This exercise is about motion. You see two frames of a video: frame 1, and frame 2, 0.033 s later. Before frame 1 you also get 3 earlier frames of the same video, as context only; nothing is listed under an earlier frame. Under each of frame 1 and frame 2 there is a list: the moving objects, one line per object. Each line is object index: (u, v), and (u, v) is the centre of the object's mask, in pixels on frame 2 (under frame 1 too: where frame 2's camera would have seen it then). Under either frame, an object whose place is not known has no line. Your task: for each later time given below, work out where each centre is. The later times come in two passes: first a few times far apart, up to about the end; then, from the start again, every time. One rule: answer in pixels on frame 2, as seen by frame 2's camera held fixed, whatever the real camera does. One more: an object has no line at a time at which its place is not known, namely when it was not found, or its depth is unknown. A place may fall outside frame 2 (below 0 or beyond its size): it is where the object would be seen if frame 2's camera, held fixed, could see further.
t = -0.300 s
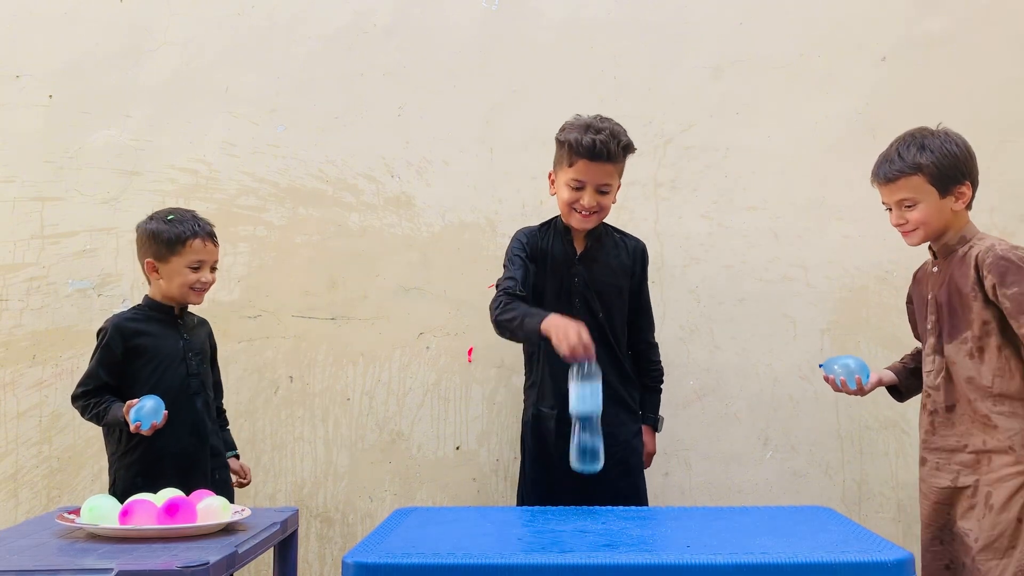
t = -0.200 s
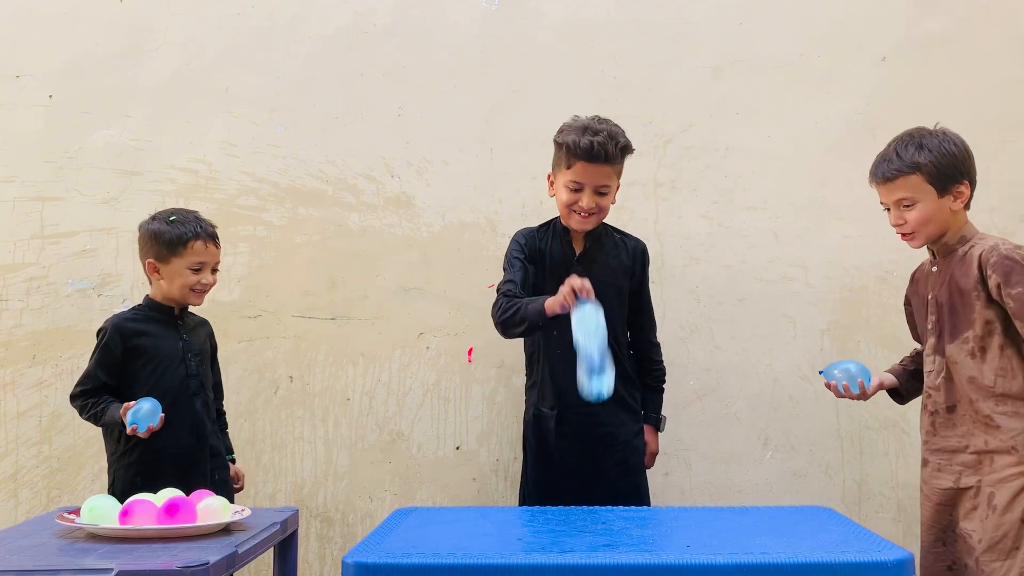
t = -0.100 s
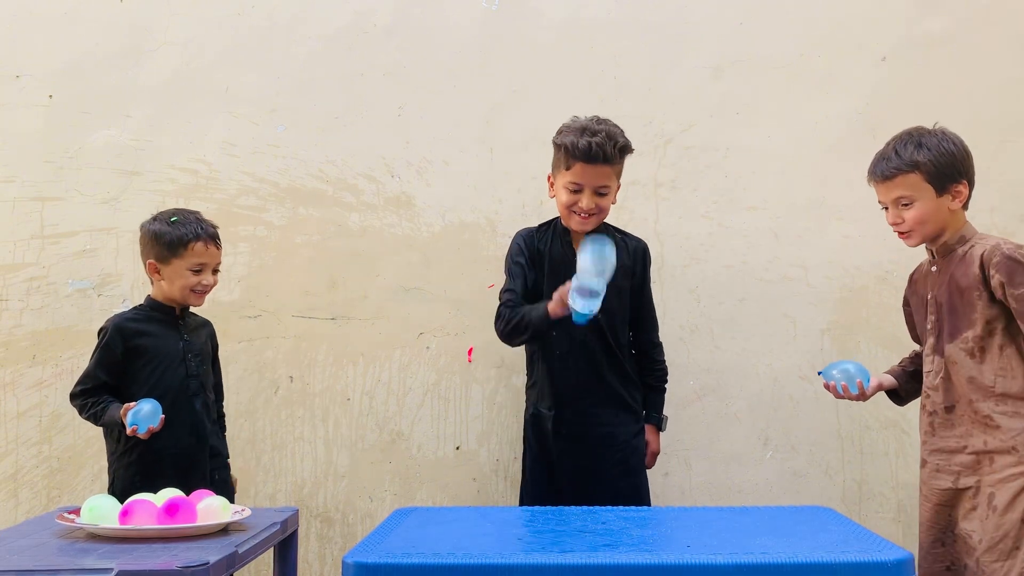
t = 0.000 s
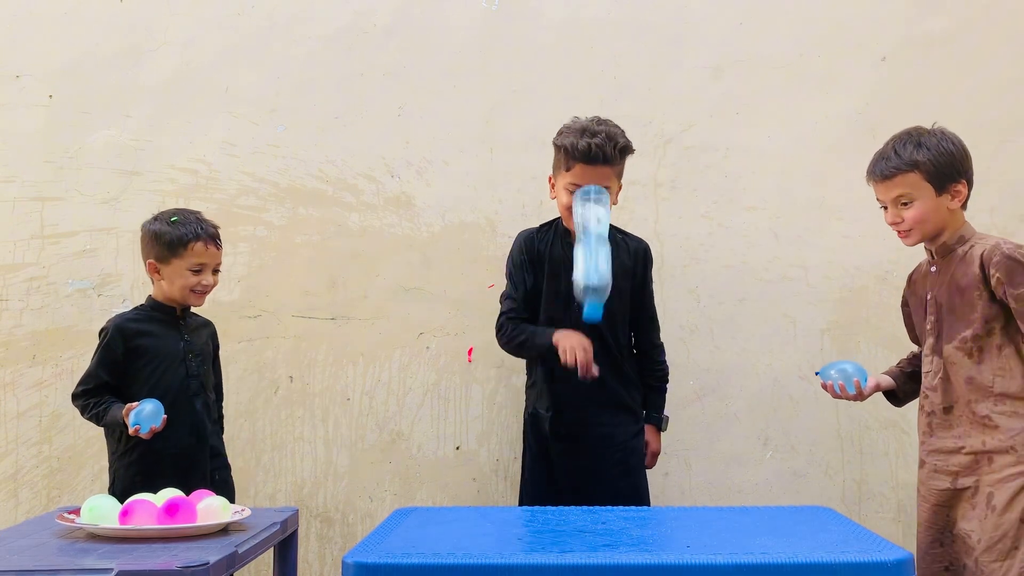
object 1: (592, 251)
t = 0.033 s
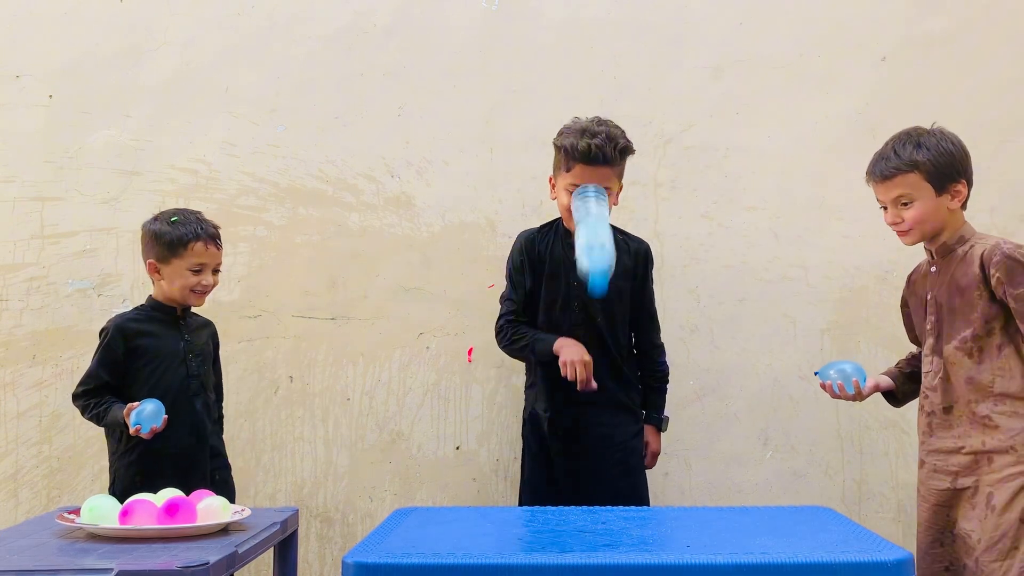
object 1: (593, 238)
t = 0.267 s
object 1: (591, 338)
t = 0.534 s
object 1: (572, 514)
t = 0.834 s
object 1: (564, 523)
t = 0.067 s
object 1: (594, 225)
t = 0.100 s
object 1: (593, 218)
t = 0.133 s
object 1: (593, 223)
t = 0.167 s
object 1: (592, 237)
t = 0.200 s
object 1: (592, 261)
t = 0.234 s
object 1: (592, 294)
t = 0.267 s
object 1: (591, 338)
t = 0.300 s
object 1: (589, 390)
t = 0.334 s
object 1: (589, 445)
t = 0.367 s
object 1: (588, 486)
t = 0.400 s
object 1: (585, 484)
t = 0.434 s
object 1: (581, 492)
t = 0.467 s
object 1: (577, 501)
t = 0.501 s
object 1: (574, 509)
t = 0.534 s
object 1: (572, 514)
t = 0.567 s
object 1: (571, 523)
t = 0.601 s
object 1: (570, 524)
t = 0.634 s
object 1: (568, 524)
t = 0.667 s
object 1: (567, 524)
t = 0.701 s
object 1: (566, 524)
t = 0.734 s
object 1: (566, 524)
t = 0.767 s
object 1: (565, 524)
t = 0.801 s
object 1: (565, 524)
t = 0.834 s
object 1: (564, 523)
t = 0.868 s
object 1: (564, 524)
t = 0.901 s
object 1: (564, 524)
